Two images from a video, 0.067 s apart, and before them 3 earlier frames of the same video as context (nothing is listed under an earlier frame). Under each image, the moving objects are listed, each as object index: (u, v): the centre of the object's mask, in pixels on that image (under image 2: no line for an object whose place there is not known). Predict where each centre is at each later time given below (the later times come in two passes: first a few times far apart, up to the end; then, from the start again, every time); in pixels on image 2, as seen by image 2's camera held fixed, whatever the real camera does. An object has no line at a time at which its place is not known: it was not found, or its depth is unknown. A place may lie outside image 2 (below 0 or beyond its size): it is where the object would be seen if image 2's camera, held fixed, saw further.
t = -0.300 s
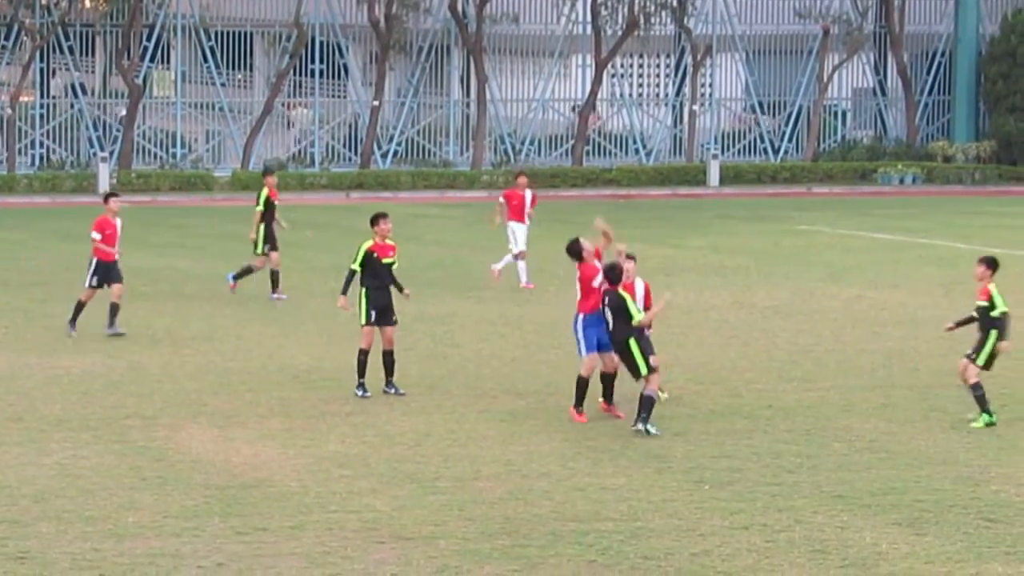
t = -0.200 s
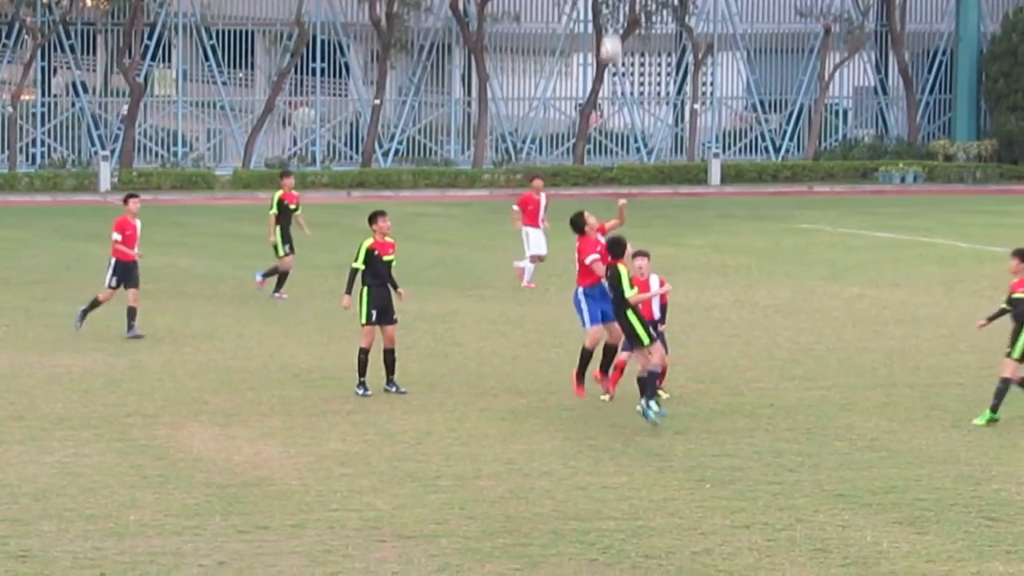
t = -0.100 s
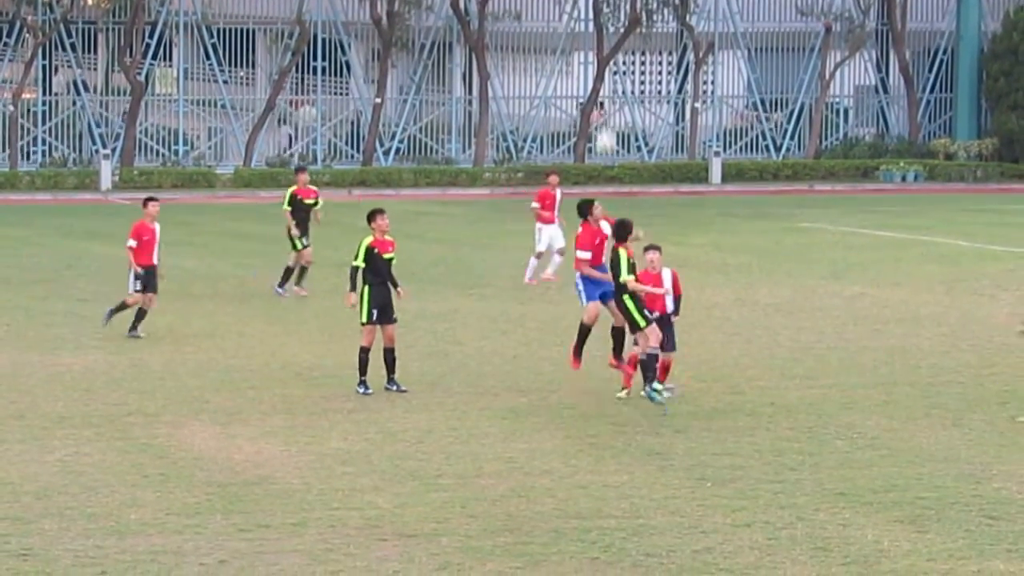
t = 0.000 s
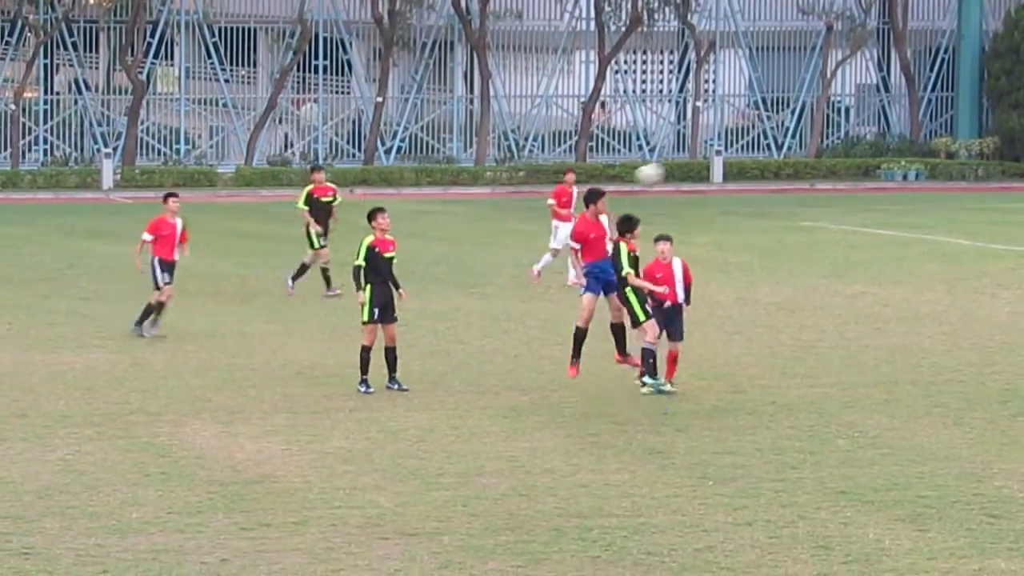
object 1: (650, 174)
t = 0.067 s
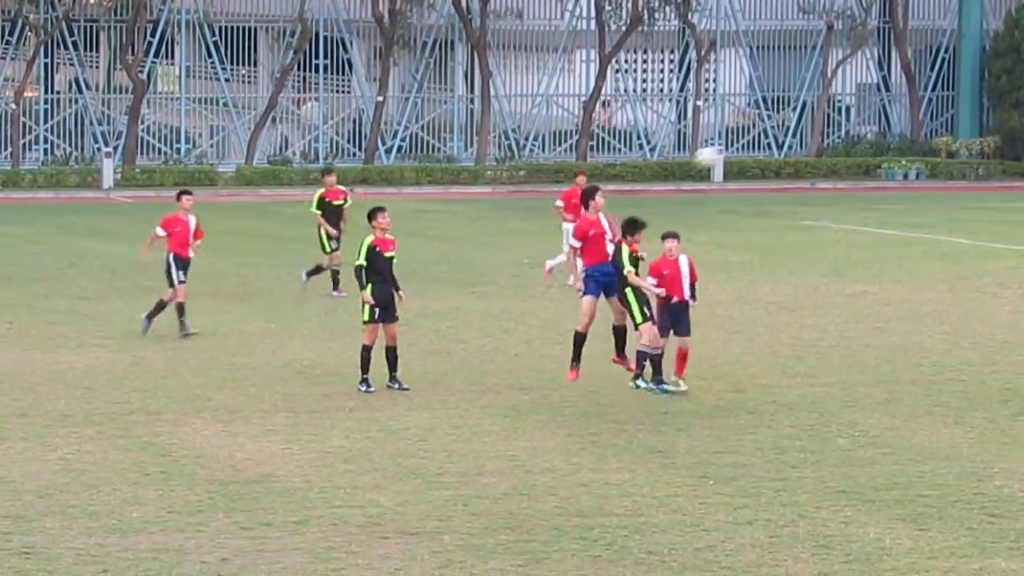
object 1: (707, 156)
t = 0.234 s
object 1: (845, 138)
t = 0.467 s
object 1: (1027, 162)
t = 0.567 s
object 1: (1096, 187)
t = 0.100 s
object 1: (736, 150)
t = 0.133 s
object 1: (764, 145)
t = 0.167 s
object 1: (792, 143)
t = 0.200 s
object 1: (819, 140)
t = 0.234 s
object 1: (845, 138)
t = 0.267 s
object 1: (874, 138)
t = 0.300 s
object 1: (899, 139)
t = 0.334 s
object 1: (925, 141)
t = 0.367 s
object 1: (951, 146)
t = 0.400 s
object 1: (978, 149)
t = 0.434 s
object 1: (1003, 155)
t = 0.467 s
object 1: (1027, 162)
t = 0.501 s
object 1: (1045, 168)
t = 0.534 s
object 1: (1073, 176)
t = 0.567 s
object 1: (1096, 187)
